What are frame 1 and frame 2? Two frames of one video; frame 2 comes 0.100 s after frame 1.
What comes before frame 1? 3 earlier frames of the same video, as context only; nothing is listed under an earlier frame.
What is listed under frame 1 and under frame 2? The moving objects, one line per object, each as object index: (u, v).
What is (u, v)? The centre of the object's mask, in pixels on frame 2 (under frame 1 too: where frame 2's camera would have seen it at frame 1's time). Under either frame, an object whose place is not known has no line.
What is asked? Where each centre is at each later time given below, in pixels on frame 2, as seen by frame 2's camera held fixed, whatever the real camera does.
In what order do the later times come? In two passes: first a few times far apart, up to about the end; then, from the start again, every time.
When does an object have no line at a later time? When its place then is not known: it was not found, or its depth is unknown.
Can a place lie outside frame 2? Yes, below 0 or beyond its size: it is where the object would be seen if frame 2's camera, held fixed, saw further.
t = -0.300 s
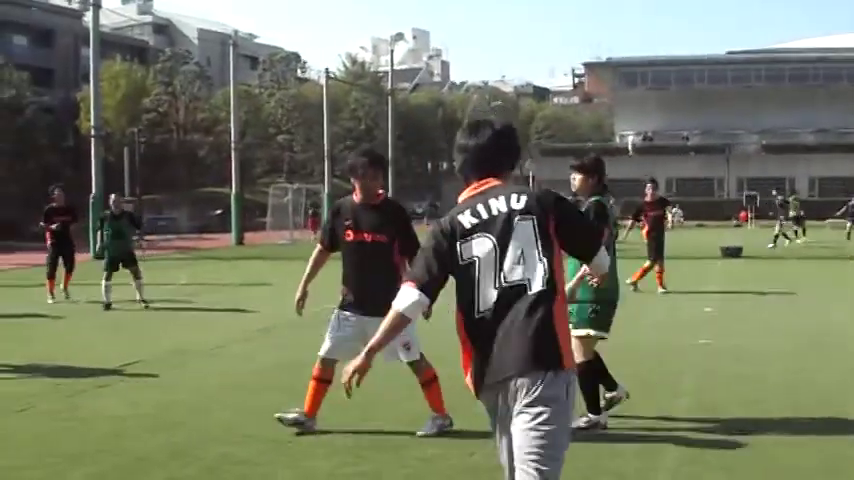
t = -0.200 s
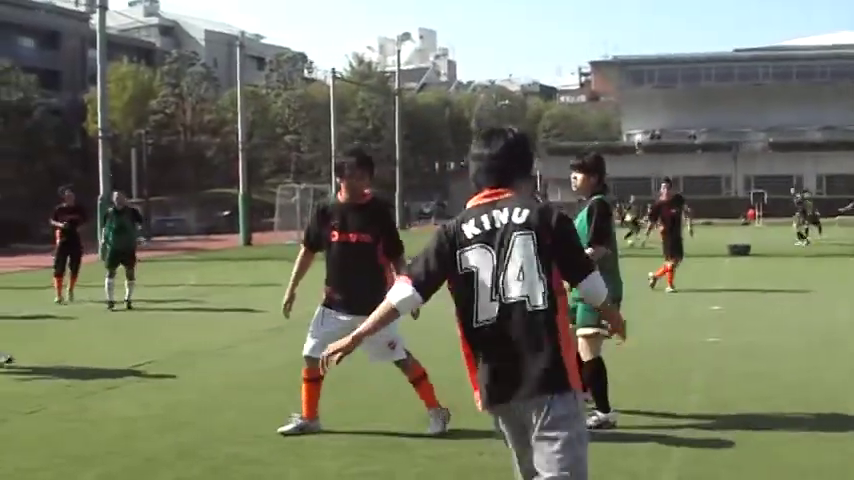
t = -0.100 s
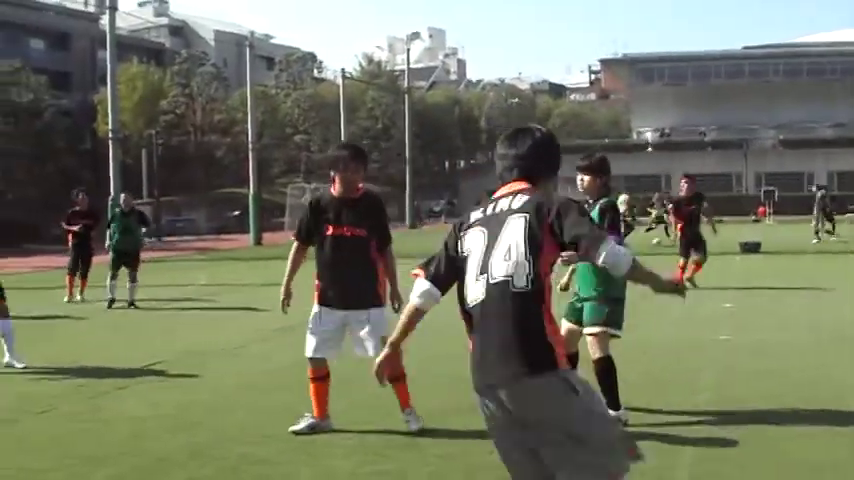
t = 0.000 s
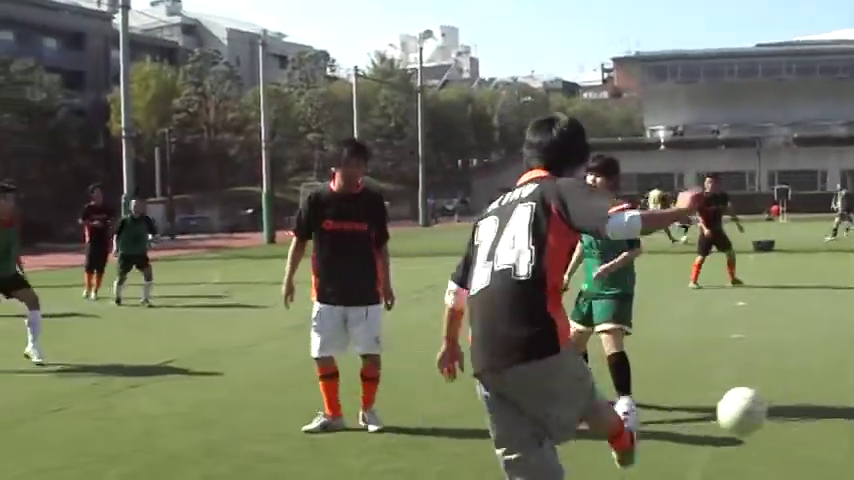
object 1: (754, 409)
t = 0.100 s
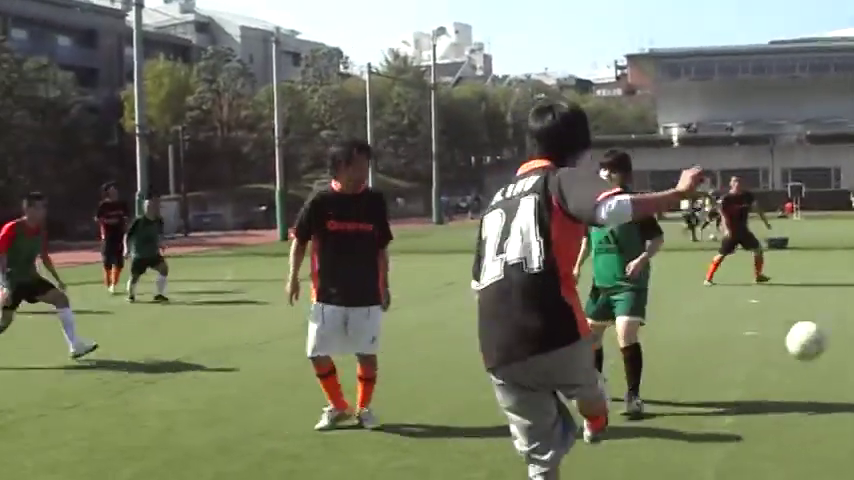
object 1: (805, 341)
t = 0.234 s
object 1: (838, 301)
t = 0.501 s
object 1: (883, 315)
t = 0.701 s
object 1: (887, 301)
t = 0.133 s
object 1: (818, 327)
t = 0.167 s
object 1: (829, 315)
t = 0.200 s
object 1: (835, 307)
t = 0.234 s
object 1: (838, 301)
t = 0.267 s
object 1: (843, 297)
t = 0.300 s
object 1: (852, 295)
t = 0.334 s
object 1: (864, 295)
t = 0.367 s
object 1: (870, 296)
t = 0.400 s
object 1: (874, 299)
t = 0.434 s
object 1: (879, 303)
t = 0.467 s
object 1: (882, 308)
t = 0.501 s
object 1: (883, 315)
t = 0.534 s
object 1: (884, 322)
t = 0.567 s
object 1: (884, 323)
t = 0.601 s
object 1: (884, 315)
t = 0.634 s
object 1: (886, 309)
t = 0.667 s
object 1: (886, 305)
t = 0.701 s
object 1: (887, 301)
